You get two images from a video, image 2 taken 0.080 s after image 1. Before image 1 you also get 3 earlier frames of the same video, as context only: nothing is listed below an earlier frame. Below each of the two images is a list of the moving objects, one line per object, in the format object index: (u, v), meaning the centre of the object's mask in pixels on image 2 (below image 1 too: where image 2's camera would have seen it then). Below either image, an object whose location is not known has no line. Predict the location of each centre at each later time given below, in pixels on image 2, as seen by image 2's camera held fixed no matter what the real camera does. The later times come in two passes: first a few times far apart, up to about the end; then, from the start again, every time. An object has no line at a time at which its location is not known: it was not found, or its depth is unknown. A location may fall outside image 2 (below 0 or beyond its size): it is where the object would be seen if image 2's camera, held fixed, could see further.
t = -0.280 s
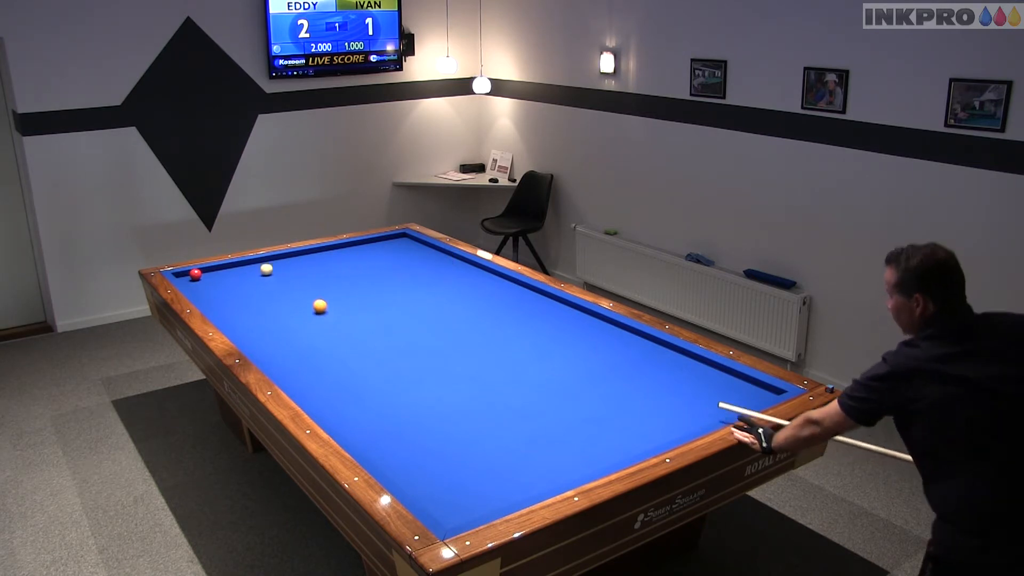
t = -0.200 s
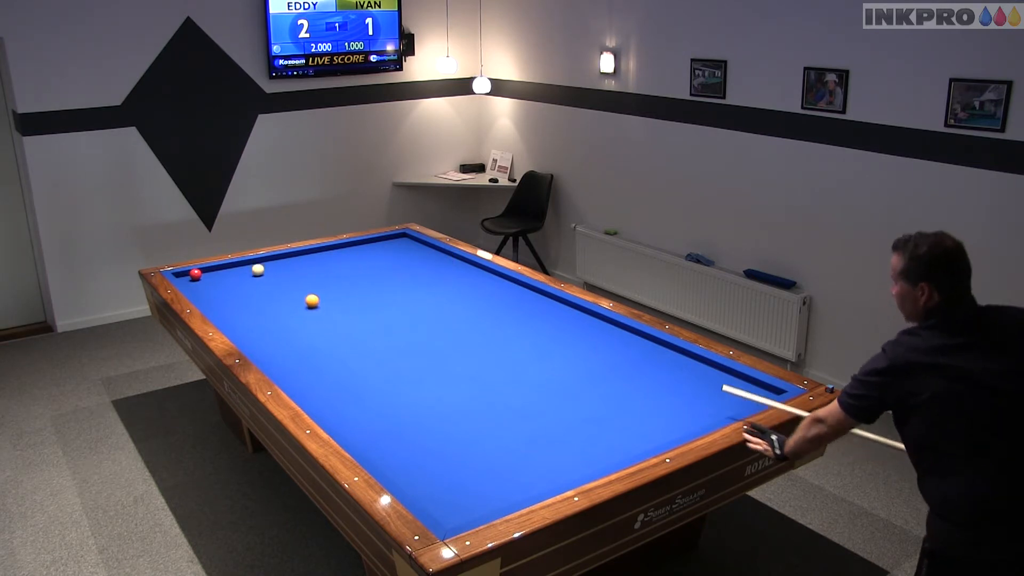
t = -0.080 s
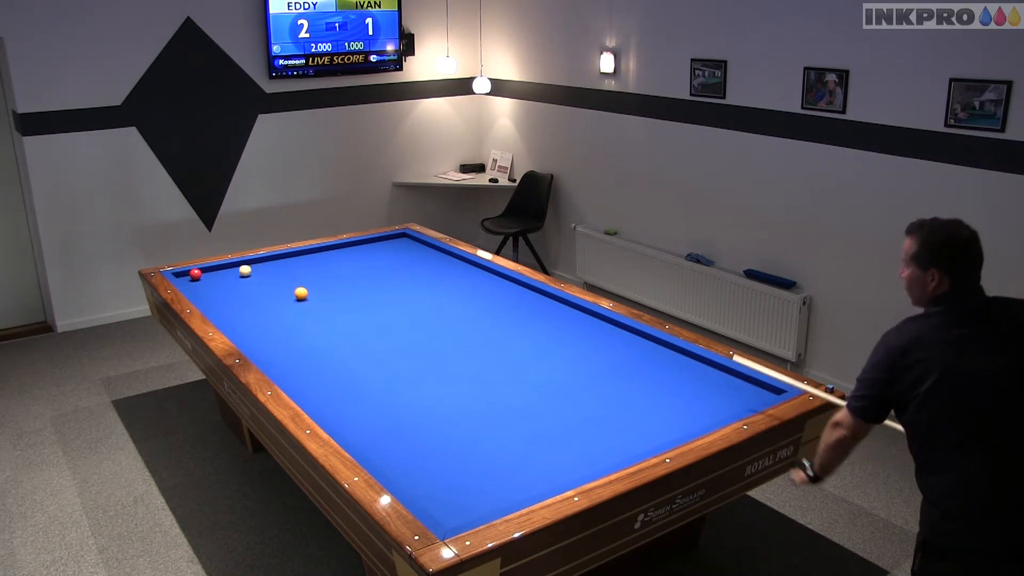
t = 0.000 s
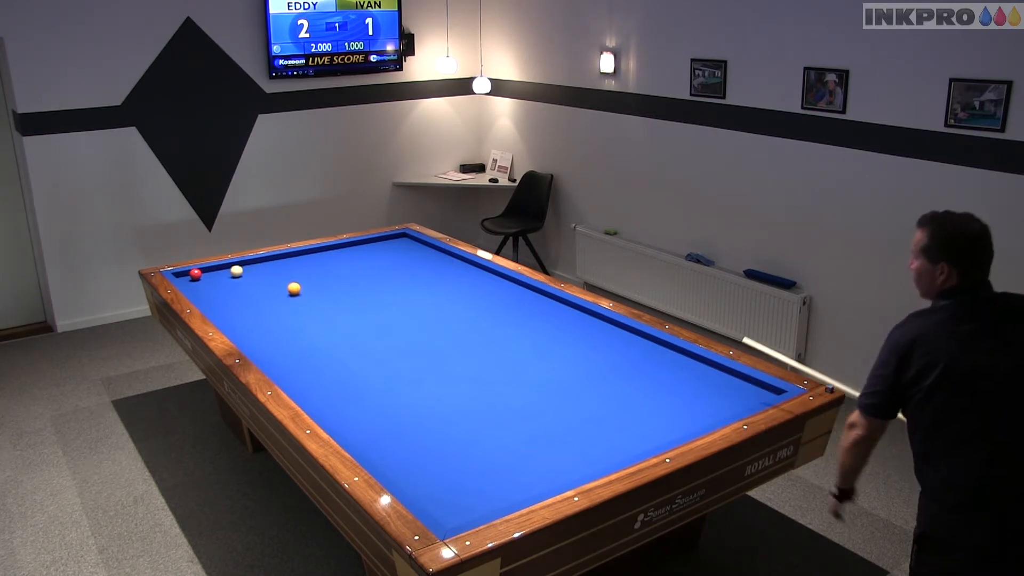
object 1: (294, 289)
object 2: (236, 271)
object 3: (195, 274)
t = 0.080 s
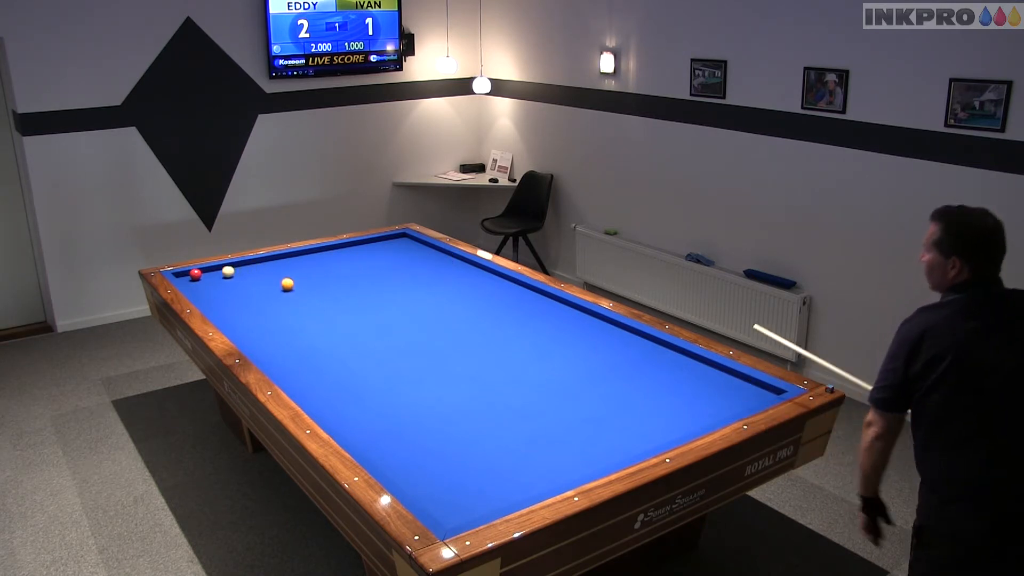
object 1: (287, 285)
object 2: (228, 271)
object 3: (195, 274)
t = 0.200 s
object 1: (277, 278)
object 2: (215, 272)
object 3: (195, 274)
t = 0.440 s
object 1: (260, 266)
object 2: (204, 272)
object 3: (183, 275)
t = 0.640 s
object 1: (256, 264)
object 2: (199, 272)
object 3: (184, 274)
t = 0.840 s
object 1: (265, 270)
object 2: (199, 271)
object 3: (185, 274)
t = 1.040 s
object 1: (273, 275)
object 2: (201, 270)
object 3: (184, 273)
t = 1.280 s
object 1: (283, 282)
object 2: (204, 270)
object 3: (183, 273)
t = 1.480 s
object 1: (291, 288)
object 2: (206, 270)
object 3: (183, 273)
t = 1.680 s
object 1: (300, 294)
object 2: (208, 270)
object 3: (183, 273)
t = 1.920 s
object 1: (311, 302)
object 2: (209, 271)
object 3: (183, 273)
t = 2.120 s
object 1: (320, 308)
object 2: (210, 271)
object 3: (183, 273)
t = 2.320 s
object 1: (330, 315)
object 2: (211, 271)
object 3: (183, 273)
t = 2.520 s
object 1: (340, 322)
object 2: (212, 271)
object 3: (183, 273)
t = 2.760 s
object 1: (352, 331)
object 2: (213, 271)
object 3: (183, 273)
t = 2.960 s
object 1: (363, 339)
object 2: (212, 271)
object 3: (183, 273)
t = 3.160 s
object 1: (374, 346)
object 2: (212, 271)
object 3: (183, 273)
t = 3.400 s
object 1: (387, 356)
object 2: (212, 271)
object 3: (183, 273)
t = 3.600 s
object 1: (399, 364)
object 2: (212, 271)
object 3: (183, 273)
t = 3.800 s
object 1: (410, 373)
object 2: (212, 271)
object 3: (183, 273)
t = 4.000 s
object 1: (423, 382)
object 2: (212, 271)
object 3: (183, 273)
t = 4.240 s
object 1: (438, 393)
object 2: (212, 271)
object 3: (183, 273)
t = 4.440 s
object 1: (451, 403)
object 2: (212, 271)
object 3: (183, 273)
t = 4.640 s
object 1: (465, 412)
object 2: (212, 271)
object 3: (184, 273)
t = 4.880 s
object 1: (481, 425)
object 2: (212, 271)
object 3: (184, 273)
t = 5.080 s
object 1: (496, 435)
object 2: (212, 271)
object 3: (183, 273)
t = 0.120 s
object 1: (284, 282)
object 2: (224, 272)
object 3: (195, 274)
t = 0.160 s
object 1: (281, 280)
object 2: (219, 272)
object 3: (195, 274)
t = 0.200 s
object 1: (277, 278)
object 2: (215, 272)
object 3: (195, 274)
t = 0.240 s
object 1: (274, 276)
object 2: (211, 273)
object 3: (195, 274)
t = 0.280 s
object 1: (271, 274)
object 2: (207, 273)
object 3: (195, 274)
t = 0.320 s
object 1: (268, 272)
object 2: (207, 273)
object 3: (192, 274)
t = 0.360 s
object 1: (266, 270)
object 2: (206, 273)
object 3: (188, 275)
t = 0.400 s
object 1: (263, 268)
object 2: (205, 272)
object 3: (185, 275)
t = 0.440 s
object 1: (260, 266)
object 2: (204, 272)
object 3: (183, 275)
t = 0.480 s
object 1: (257, 264)
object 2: (203, 272)
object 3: (181, 275)
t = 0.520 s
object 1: (254, 262)
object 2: (202, 272)
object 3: (181, 275)
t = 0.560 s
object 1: (252, 261)
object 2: (201, 272)
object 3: (182, 275)
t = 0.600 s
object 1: (254, 262)
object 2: (200, 272)
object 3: (183, 275)
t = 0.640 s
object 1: (256, 264)
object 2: (199, 272)
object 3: (184, 274)
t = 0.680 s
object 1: (258, 265)
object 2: (198, 272)
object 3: (186, 274)
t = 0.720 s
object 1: (260, 266)
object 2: (198, 271)
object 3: (186, 274)
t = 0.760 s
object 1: (262, 267)
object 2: (199, 271)
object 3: (186, 274)
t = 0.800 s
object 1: (263, 268)
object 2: (199, 271)
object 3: (185, 274)
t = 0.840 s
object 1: (265, 270)
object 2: (199, 271)
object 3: (185, 274)
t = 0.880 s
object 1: (266, 271)
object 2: (200, 271)
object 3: (185, 273)
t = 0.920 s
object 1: (268, 272)
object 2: (200, 270)
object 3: (185, 274)
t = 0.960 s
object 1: (269, 273)
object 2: (200, 270)
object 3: (184, 273)
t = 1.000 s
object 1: (271, 274)
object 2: (201, 270)
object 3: (184, 273)
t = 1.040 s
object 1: (273, 275)
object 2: (201, 270)
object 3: (184, 273)
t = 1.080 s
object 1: (274, 276)
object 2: (202, 270)
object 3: (184, 273)
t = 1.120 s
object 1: (276, 277)
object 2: (202, 270)
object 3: (183, 273)
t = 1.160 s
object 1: (278, 279)
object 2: (203, 270)
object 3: (183, 273)
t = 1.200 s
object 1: (279, 280)
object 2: (203, 270)
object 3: (183, 273)
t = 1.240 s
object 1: (281, 281)
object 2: (204, 270)
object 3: (183, 273)
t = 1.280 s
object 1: (283, 282)
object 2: (204, 270)
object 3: (183, 273)
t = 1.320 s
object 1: (284, 283)
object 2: (205, 270)
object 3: (183, 273)
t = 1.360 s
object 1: (286, 284)
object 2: (205, 270)
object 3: (183, 273)
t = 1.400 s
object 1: (288, 286)
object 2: (205, 271)
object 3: (183, 273)
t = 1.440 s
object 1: (289, 287)
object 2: (206, 270)
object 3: (183, 273)
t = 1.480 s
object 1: (291, 288)
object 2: (206, 270)
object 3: (183, 273)
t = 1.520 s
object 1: (293, 289)
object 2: (207, 271)
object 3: (183, 273)
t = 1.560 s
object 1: (295, 291)
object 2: (207, 271)
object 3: (183, 273)
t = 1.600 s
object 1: (297, 292)
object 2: (207, 271)
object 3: (183, 273)
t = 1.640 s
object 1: (298, 293)
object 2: (207, 271)
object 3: (183, 273)
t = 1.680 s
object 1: (300, 294)
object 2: (208, 270)
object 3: (183, 273)
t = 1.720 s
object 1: (302, 295)
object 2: (208, 271)
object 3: (183, 273)
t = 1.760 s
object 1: (304, 297)
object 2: (208, 271)
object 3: (183, 273)
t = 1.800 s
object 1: (305, 298)
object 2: (209, 271)
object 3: (183, 273)
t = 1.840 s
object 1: (307, 299)
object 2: (209, 271)
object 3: (183, 273)
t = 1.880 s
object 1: (309, 301)
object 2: (209, 271)
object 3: (183, 273)
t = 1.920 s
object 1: (311, 302)
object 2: (209, 271)
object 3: (183, 273)
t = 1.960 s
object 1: (313, 303)
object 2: (210, 271)
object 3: (183, 273)
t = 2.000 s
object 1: (315, 305)
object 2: (210, 270)
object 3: (183, 273)
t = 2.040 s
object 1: (317, 306)
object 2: (210, 271)
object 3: (183, 273)
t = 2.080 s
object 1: (318, 307)
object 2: (210, 271)
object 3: (183, 273)
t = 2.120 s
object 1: (320, 308)
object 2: (210, 271)
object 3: (183, 273)
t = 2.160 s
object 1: (322, 310)
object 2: (211, 271)
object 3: (183, 273)
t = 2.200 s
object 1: (324, 311)
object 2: (211, 271)
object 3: (183, 273)
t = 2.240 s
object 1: (326, 313)
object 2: (211, 271)
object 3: (183, 273)
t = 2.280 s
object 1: (328, 314)
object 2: (211, 271)
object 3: (183, 273)
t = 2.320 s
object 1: (330, 315)
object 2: (211, 271)
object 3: (183, 273)
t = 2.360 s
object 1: (332, 317)
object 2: (212, 271)
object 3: (183, 273)
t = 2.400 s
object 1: (334, 318)
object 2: (212, 271)
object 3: (183, 273)
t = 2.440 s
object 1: (336, 319)
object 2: (212, 271)
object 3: (183, 273)
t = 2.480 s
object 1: (338, 321)
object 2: (212, 271)
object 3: (183, 273)
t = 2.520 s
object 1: (340, 322)
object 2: (212, 271)
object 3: (183, 273)
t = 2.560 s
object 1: (342, 324)
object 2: (212, 271)
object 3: (183, 273)
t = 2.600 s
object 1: (344, 325)
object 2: (212, 271)
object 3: (183, 273)
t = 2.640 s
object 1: (346, 327)
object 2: (212, 271)
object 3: (183, 273)
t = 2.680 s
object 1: (348, 328)
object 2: (212, 271)
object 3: (183, 273)
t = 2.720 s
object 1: (350, 329)
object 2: (213, 271)
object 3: (183, 273)
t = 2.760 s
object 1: (352, 331)
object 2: (213, 271)
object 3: (183, 273)
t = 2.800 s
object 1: (354, 332)
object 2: (213, 271)
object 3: (183, 273)
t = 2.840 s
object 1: (356, 334)
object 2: (213, 271)
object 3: (183, 273)
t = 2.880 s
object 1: (359, 336)
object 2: (213, 271)
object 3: (183, 273)
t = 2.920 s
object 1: (361, 337)
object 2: (213, 271)
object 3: (183, 273)
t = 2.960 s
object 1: (363, 339)
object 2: (212, 271)
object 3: (183, 273)
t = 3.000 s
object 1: (365, 340)
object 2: (213, 271)
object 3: (183, 273)
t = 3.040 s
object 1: (367, 342)
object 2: (212, 271)
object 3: (183, 273)
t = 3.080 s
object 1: (369, 343)
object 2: (212, 271)
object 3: (183, 273)
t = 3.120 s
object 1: (372, 345)
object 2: (212, 271)
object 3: (183, 273)
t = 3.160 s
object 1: (374, 346)
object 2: (212, 271)
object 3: (183, 273)
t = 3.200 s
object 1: (376, 348)
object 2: (212, 271)
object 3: (183, 273)
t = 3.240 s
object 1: (378, 350)
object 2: (212, 271)
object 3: (183, 273)
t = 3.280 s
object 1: (380, 351)
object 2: (212, 271)
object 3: (183, 273)
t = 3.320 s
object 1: (383, 353)
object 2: (212, 271)
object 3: (183, 273)
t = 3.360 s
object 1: (385, 354)
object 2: (212, 271)
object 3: (183, 273)
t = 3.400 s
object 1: (387, 356)
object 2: (212, 271)
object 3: (183, 273)
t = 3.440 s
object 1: (389, 358)
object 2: (212, 271)
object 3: (183, 273)
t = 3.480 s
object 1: (392, 359)
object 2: (212, 271)
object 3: (183, 273)
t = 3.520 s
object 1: (394, 361)
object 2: (212, 271)
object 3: (183, 273)
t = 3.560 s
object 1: (396, 363)
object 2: (212, 271)
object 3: (183, 273)
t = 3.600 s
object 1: (399, 364)
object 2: (212, 271)
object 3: (183, 273)
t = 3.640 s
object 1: (401, 366)
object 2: (212, 271)
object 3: (183, 273)
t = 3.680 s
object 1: (403, 368)
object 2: (212, 271)
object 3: (183, 273)
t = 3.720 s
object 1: (406, 370)
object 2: (212, 271)
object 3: (183, 273)
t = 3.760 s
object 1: (408, 371)
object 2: (212, 271)
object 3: (183, 273)
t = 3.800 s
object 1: (410, 373)
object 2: (212, 271)
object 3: (183, 273)
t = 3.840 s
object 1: (413, 375)
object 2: (212, 271)
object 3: (183, 273)
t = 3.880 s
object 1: (416, 377)
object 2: (212, 271)
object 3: (183, 273)
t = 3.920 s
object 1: (418, 378)
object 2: (212, 271)
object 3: (183, 273)
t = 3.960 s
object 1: (420, 380)
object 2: (212, 271)
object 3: (183, 273)
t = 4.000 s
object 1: (423, 382)
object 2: (212, 271)
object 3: (183, 273)
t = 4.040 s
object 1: (425, 384)
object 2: (212, 271)
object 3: (183, 273)
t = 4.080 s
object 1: (428, 386)
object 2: (212, 271)
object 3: (183, 273)
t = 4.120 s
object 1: (431, 388)
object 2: (212, 271)
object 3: (183, 273)
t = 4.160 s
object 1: (433, 389)
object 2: (212, 271)
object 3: (183, 273)
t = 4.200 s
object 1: (435, 391)
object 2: (212, 271)
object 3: (183, 273)
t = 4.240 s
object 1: (438, 393)
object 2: (212, 271)
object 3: (183, 273)
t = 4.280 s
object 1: (441, 395)
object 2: (212, 271)
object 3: (183, 273)
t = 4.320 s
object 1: (443, 397)
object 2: (212, 271)
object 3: (183, 273)
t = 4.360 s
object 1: (446, 399)
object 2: (212, 271)
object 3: (183, 273)
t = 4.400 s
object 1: (449, 401)
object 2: (212, 271)
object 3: (183, 273)
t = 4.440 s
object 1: (451, 403)
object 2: (212, 271)
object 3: (183, 273)
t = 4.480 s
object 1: (454, 405)
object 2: (212, 271)
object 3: (183, 273)
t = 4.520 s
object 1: (457, 407)
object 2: (212, 271)
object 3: (184, 273)
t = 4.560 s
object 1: (459, 409)
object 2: (212, 271)
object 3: (184, 273)
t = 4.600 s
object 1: (462, 410)
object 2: (212, 271)
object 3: (184, 273)
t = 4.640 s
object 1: (465, 412)
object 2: (212, 271)
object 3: (184, 273)
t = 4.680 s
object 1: (467, 414)
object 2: (212, 271)
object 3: (184, 273)
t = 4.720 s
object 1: (470, 416)
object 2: (212, 271)
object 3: (184, 273)
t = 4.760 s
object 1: (473, 418)
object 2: (212, 271)
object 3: (184, 273)
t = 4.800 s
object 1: (476, 421)
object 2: (212, 271)
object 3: (184, 273)
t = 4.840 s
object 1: (479, 423)
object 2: (212, 271)
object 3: (184, 273)
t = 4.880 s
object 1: (481, 425)
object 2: (212, 271)
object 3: (184, 273)
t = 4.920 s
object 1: (484, 427)
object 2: (212, 271)
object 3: (184, 273)
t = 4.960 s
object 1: (487, 429)
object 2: (212, 271)
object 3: (184, 273)
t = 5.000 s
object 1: (490, 431)
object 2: (212, 271)
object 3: (184, 273)
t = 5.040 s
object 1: (493, 433)
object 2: (212, 271)
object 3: (184, 273)
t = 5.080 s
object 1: (496, 435)
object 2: (212, 271)
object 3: (183, 273)
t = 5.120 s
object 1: (498, 437)
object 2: (212, 271)
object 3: (184, 273)
